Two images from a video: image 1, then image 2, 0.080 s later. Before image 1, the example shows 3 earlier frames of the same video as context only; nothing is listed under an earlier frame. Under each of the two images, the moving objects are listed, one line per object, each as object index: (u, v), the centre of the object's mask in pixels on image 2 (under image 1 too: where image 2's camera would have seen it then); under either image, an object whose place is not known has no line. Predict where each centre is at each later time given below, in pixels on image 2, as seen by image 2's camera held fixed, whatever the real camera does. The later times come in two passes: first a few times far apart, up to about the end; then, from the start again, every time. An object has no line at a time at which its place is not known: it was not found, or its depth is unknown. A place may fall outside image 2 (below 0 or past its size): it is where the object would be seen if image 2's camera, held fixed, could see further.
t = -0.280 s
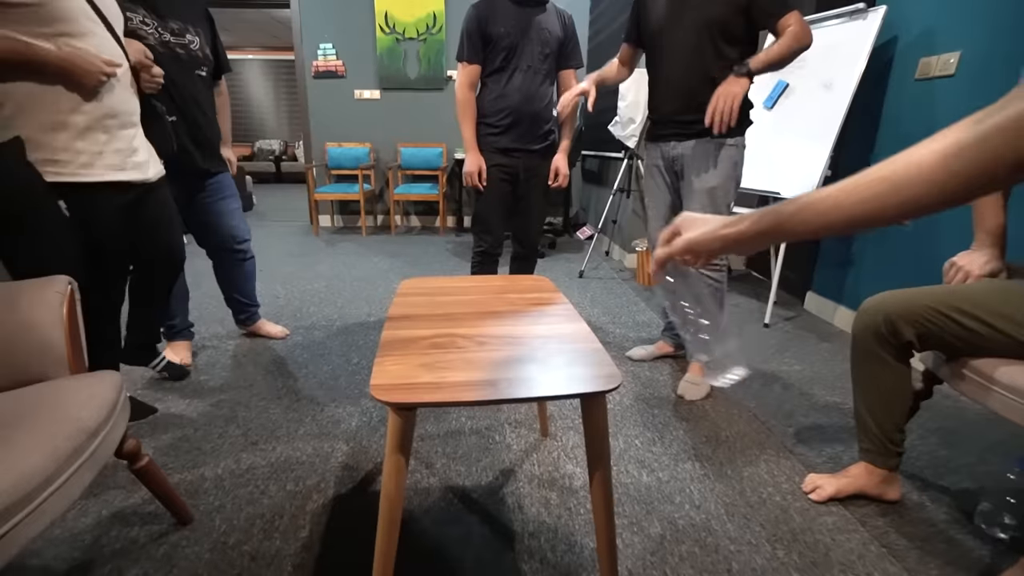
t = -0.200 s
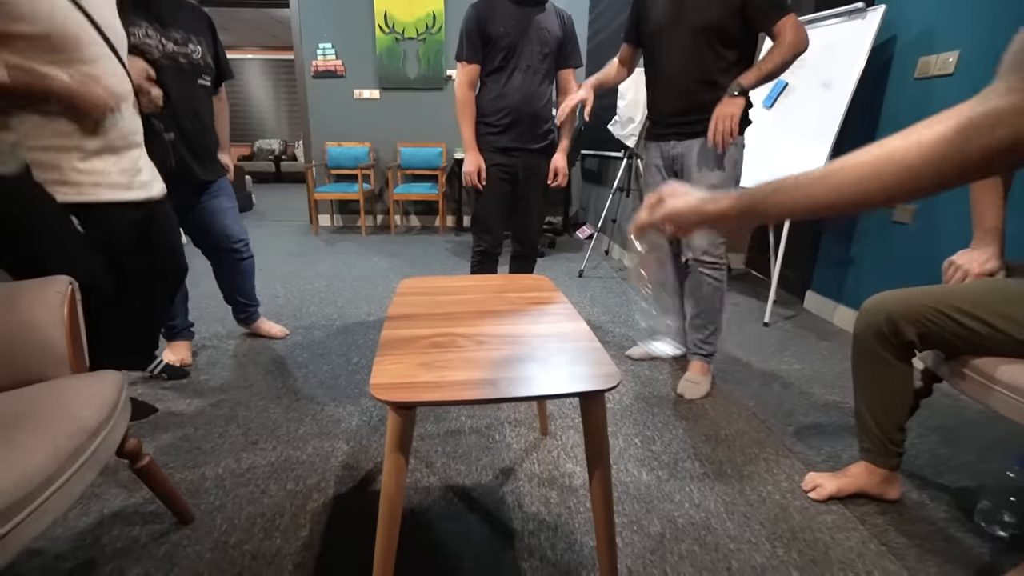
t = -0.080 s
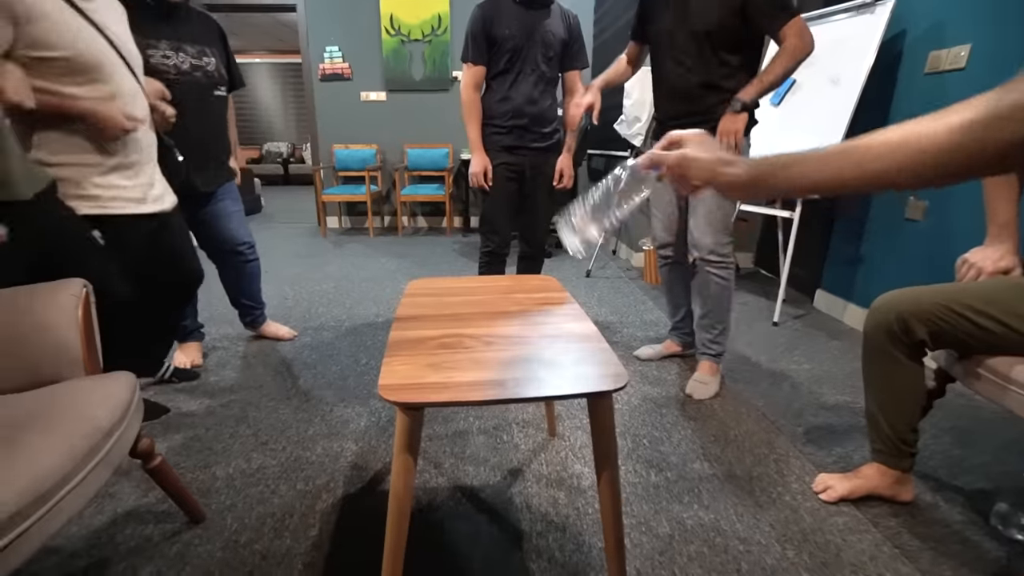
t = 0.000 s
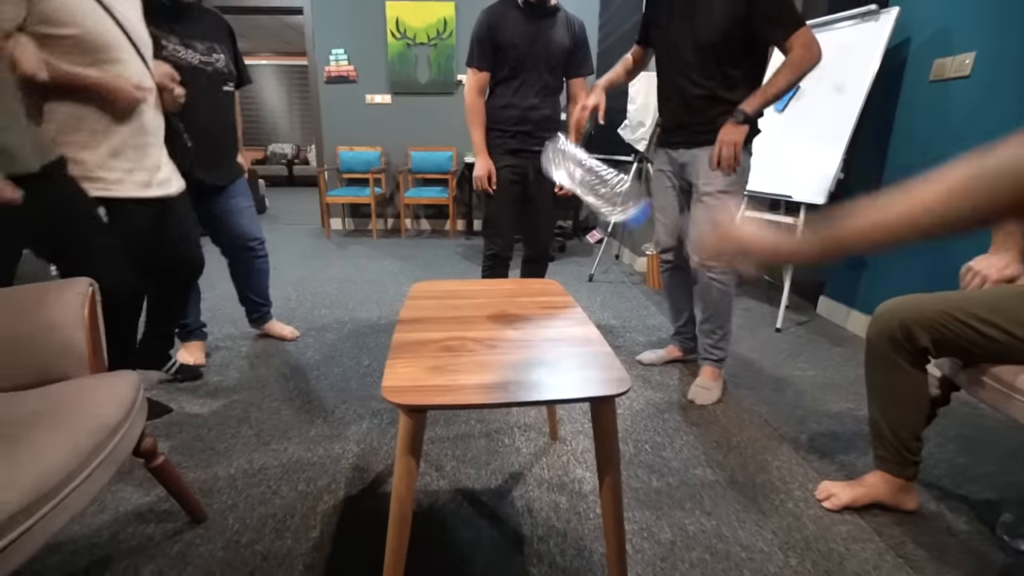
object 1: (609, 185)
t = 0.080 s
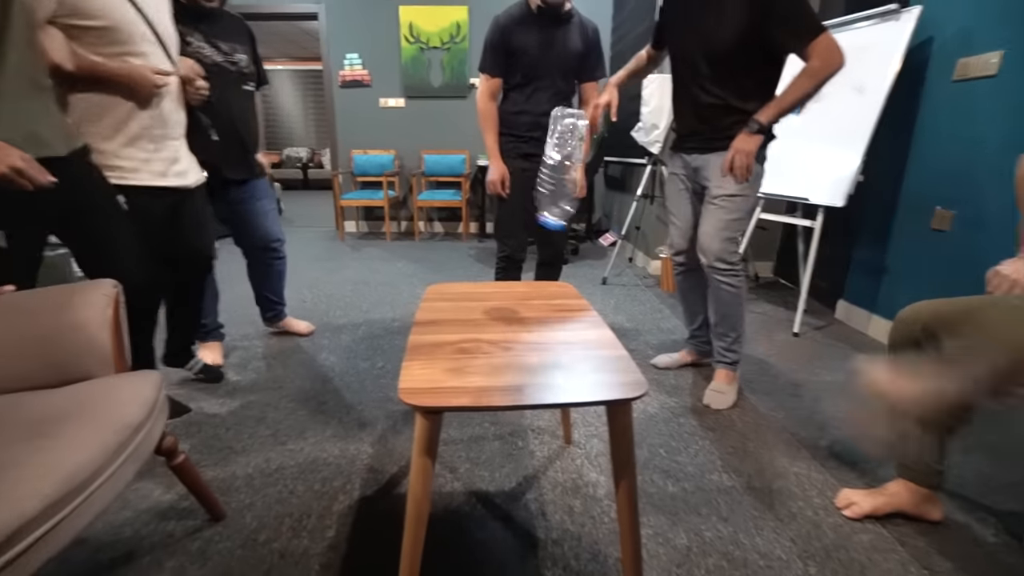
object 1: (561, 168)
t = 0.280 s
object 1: (517, 209)
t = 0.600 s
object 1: (484, 296)
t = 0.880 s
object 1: (477, 296)
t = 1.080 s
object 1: (476, 297)
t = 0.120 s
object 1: (544, 156)
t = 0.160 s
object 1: (536, 151)
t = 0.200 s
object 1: (532, 160)
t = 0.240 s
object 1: (525, 180)
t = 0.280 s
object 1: (517, 209)
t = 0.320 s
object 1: (510, 243)
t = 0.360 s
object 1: (502, 274)
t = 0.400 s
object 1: (497, 273)
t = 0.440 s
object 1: (493, 274)
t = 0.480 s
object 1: (491, 277)
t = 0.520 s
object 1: (488, 282)
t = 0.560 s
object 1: (486, 292)
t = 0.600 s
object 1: (484, 296)
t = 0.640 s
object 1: (482, 296)
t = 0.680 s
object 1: (481, 296)
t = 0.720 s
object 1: (480, 297)
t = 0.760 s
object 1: (480, 297)
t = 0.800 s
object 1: (479, 297)
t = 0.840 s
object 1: (478, 297)
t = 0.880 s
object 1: (477, 296)
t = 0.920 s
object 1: (476, 297)
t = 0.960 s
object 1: (476, 297)
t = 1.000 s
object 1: (475, 297)
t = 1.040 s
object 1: (475, 297)
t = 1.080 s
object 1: (476, 297)
